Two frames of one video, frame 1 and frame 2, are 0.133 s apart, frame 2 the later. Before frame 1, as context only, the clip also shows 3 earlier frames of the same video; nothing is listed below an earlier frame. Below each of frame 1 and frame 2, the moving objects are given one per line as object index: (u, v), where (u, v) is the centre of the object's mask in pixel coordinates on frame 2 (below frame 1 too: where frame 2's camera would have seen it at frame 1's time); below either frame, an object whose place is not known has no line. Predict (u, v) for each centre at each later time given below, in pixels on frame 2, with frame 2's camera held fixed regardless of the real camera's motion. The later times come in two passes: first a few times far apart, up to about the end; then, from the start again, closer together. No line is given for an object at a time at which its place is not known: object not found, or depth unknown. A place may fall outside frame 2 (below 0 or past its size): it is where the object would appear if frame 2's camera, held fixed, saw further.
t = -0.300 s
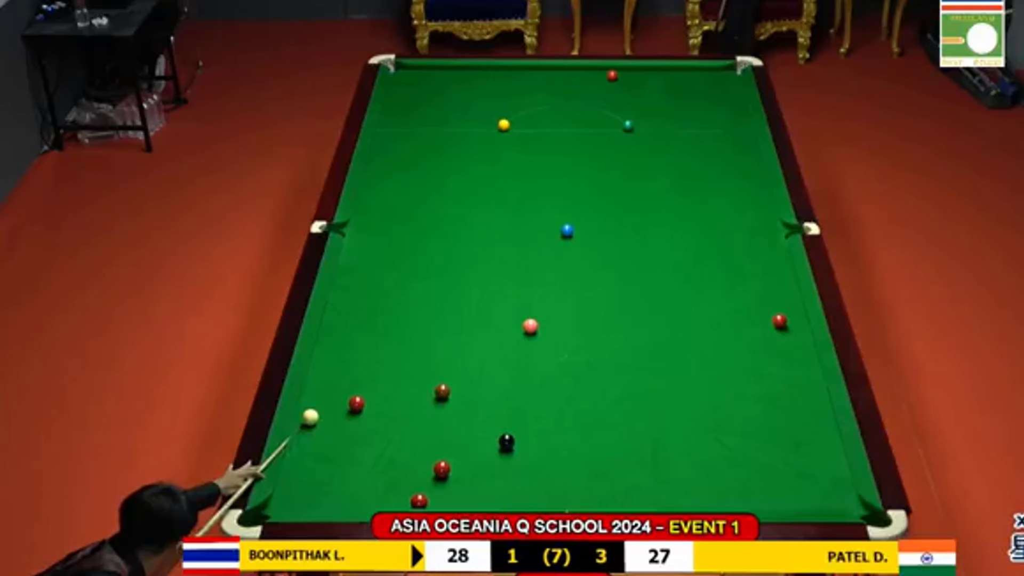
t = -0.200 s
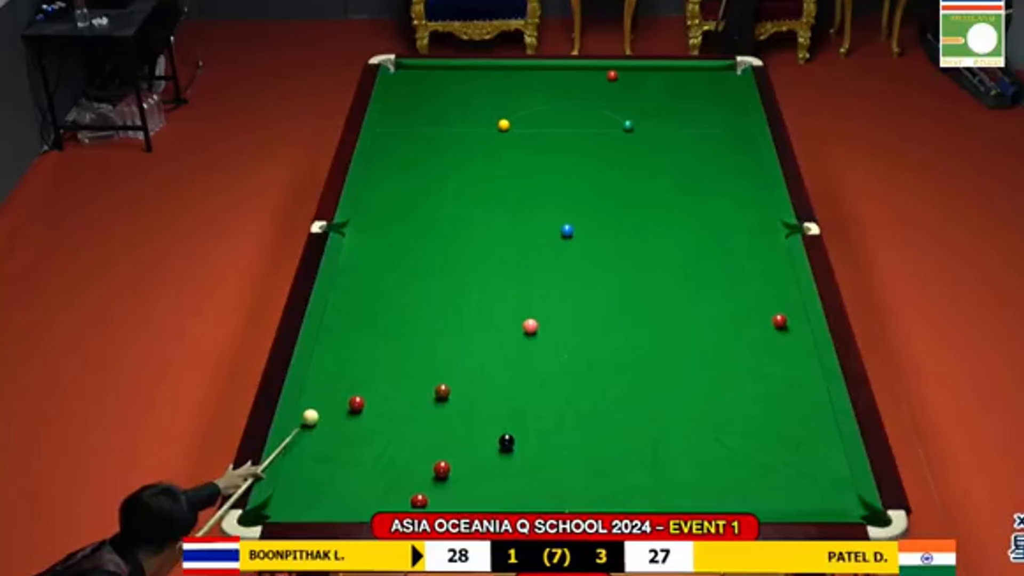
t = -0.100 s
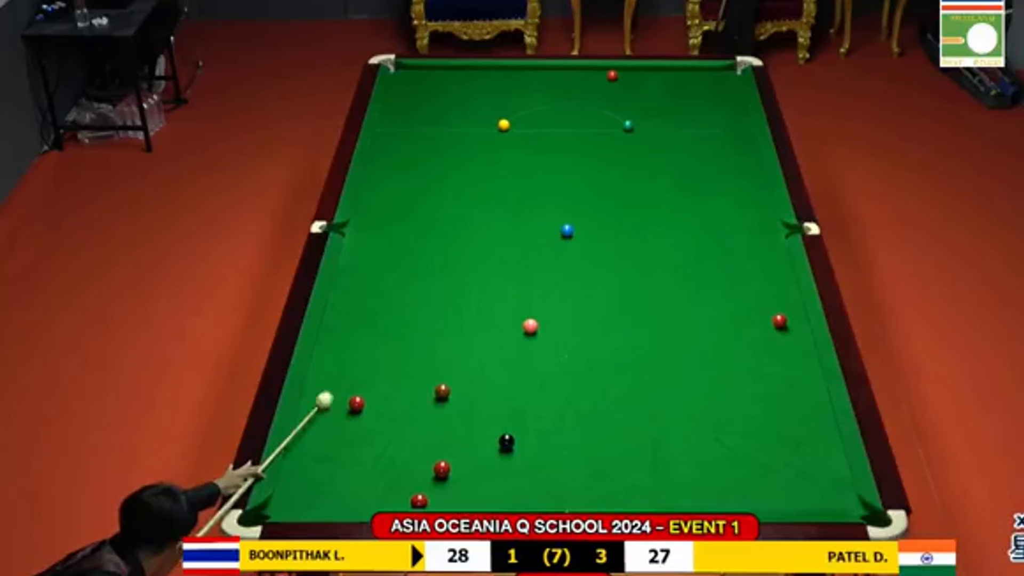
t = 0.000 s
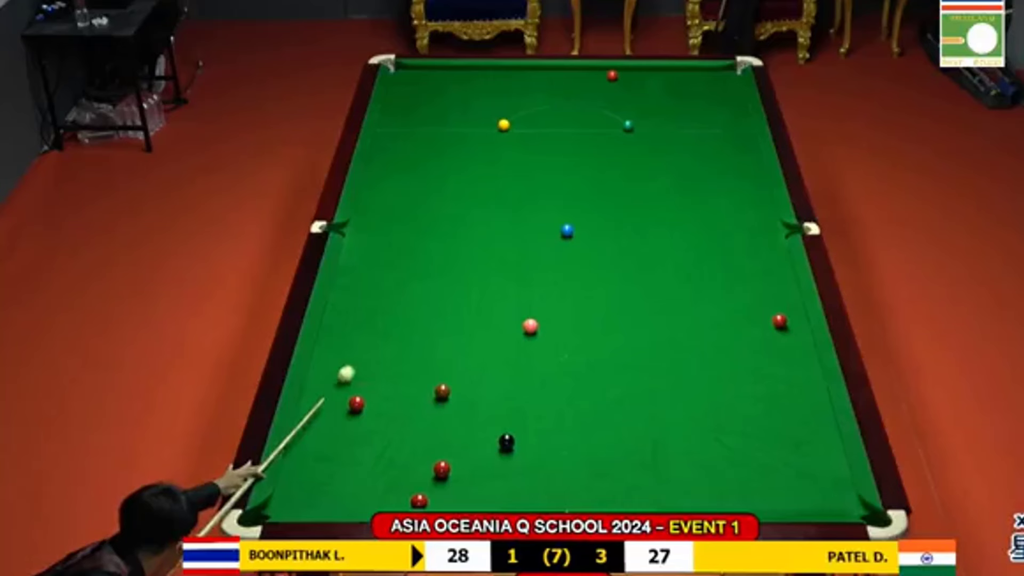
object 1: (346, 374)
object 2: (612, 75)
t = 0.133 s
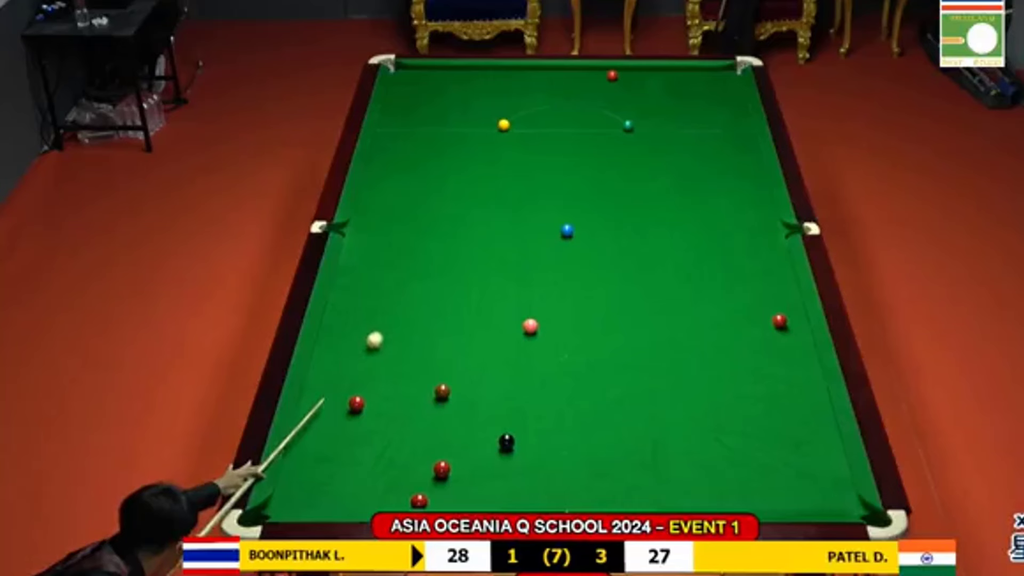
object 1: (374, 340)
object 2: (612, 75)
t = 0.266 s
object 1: (397, 313)
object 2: (612, 75)
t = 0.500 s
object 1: (438, 264)
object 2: (612, 75)
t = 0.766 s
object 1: (476, 218)
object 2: (612, 75)
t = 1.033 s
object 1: (512, 175)
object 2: (612, 75)
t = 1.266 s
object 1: (537, 145)
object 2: (612, 75)
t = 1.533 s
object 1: (566, 110)
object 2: (612, 75)
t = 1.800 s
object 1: (590, 81)
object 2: (612, 75)
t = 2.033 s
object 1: (601, 74)
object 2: (619, 78)
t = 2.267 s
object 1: (591, 80)
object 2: (644, 88)
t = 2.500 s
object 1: (582, 86)
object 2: (667, 96)
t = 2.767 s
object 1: (574, 91)
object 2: (691, 105)
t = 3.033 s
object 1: (566, 96)
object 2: (713, 114)
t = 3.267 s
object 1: (559, 100)
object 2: (735, 122)
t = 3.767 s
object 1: (545, 109)
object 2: (736, 137)
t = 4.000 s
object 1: (540, 112)
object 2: (729, 142)
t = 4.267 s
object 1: (535, 116)
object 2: (719, 149)
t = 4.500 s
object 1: (530, 119)
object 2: (711, 154)
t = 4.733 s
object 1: (526, 121)
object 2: (705, 159)
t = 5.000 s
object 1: (523, 124)
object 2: (698, 163)
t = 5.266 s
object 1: (519, 125)
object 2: (692, 168)
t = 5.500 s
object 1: (517, 127)
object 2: (687, 171)
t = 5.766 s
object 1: (515, 128)
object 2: (682, 175)
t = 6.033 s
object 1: (514, 128)
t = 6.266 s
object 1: (513, 129)
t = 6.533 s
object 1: (513, 129)
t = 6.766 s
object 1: (513, 129)
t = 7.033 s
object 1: (513, 129)
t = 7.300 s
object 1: (513, 129)
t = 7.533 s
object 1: (513, 129)
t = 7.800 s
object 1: (513, 129)
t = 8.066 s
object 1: (513, 129)
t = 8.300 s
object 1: (513, 129)
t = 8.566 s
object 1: (513, 129)
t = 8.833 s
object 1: (513, 129)
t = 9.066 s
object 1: (513, 129)
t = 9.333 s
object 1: (513, 129)
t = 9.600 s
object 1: (513, 129)
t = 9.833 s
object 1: (513, 129)
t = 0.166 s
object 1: (378, 336)
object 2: (612, 75)
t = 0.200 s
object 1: (386, 327)
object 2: (612, 75)
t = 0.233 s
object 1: (393, 318)
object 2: (612, 75)
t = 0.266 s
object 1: (397, 313)
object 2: (612, 75)
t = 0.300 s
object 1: (404, 304)
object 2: (612, 75)
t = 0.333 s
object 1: (411, 296)
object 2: (612, 75)
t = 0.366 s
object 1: (415, 292)
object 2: (612, 75)
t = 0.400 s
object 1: (422, 284)
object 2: (612, 75)
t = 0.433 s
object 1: (428, 276)
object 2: (612, 75)
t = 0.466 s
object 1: (431, 272)
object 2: (612, 75)
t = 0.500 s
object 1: (438, 264)
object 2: (612, 75)
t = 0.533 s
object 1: (444, 257)
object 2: (612, 75)
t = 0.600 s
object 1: (453, 246)
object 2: (612, 75)
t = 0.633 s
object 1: (459, 239)
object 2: (612, 75)
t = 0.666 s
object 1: (462, 236)
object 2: (612, 75)
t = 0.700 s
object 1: (468, 228)
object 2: (612, 75)
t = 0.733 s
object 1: (473, 222)
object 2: (612, 75)
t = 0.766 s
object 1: (476, 218)
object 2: (612, 75)
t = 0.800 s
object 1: (482, 212)
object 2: (612, 75)
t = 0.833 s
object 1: (487, 205)
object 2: (612, 75)
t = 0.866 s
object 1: (490, 202)
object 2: (612, 75)
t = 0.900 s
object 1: (494, 196)
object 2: (612, 75)
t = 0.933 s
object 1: (500, 190)
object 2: (612, 75)
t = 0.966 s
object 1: (502, 187)
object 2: (612, 75)
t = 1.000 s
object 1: (507, 181)
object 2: (612, 75)
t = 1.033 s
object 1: (512, 175)
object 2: (612, 75)
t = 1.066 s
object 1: (515, 172)
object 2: (612, 75)
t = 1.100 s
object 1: (520, 166)
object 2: (612, 75)
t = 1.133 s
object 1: (524, 160)
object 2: (612, 75)
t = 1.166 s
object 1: (526, 158)
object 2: (612, 75)
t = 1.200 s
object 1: (531, 152)
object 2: (612, 75)
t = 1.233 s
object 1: (535, 147)
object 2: (612, 75)
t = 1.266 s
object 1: (537, 145)
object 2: (612, 75)
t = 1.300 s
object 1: (542, 139)
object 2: (612, 75)
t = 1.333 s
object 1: (546, 134)
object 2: (612, 75)
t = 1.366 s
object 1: (548, 132)
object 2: (612, 75)
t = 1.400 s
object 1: (552, 127)
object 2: (612, 75)
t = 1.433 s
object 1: (556, 122)
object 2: (612, 75)
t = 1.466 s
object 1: (558, 119)
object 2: (612, 75)
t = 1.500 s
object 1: (562, 115)
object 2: (612, 75)
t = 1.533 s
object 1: (566, 110)
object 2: (612, 75)
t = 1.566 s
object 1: (568, 108)
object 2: (612, 75)
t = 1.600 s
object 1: (572, 103)
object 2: (612, 75)
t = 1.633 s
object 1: (575, 98)
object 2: (612, 75)
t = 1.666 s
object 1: (577, 96)
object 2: (612, 75)
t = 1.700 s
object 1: (581, 92)
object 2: (612, 75)
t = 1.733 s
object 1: (584, 87)
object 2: (612, 75)
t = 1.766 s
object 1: (586, 86)
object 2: (612, 75)
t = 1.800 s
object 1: (590, 81)
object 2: (612, 75)
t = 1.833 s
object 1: (593, 77)
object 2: (612, 75)
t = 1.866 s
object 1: (595, 75)
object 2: (612, 75)
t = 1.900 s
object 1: (598, 71)
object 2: (612, 75)
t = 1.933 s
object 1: (601, 68)
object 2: (612, 75)
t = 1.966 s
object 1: (602, 70)
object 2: (612, 75)
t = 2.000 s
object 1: (603, 72)
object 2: (614, 76)
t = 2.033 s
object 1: (601, 74)
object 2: (619, 78)
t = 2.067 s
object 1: (598, 75)
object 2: (625, 80)
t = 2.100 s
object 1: (597, 76)
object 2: (629, 82)
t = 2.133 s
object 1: (596, 77)
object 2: (631, 82)
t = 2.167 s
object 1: (594, 78)
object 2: (635, 84)
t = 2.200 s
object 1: (593, 79)
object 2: (639, 86)
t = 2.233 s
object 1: (592, 79)
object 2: (641, 86)
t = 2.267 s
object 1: (591, 80)
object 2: (644, 88)
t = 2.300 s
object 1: (590, 81)
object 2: (648, 89)
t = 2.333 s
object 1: (589, 82)
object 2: (650, 89)
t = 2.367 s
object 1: (587, 82)
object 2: (654, 91)
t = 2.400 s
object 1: (586, 83)
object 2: (657, 92)
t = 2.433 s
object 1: (586, 84)
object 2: (659, 93)
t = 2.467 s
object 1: (584, 85)
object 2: (663, 95)
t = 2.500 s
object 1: (582, 86)
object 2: (667, 96)
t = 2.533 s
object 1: (582, 86)
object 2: (668, 97)
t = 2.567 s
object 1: (581, 87)
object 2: (672, 98)
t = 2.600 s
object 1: (579, 88)
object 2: (676, 100)
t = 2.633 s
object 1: (579, 88)
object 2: (677, 100)
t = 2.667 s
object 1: (577, 89)
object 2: (681, 102)
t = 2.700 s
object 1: (576, 89)
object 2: (685, 103)
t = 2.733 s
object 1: (575, 90)
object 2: (686, 104)
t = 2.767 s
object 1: (574, 91)
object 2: (691, 105)
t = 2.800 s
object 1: (573, 92)
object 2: (694, 106)
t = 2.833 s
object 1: (572, 92)
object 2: (696, 107)
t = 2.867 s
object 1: (571, 92)
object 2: (699, 108)
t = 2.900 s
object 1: (570, 93)
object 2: (703, 110)
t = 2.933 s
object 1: (569, 94)
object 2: (705, 110)
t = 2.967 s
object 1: (568, 95)
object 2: (708, 112)
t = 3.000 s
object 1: (567, 95)
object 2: (712, 113)
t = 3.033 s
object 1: (566, 96)
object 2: (713, 114)
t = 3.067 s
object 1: (565, 96)
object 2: (717, 116)
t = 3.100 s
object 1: (564, 97)
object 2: (721, 117)
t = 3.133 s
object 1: (563, 97)
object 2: (722, 117)
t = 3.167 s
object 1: (562, 98)
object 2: (726, 119)
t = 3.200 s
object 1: (561, 99)
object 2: (730, 120)
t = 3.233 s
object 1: (560, 99)
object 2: (731, 121)
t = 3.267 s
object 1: (559, 100)
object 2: (735, 122)
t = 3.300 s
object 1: (558, 101)
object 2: (738, 124)
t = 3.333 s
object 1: (558, 101)
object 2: (740, 124)
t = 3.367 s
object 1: (556, 102)
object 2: (744, 126)
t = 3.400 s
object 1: (556, 102)
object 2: (747, 127)
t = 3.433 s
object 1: (555, 103)
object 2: (749, 128)
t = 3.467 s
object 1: (554, 103)
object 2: (748, 129)
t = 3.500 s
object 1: (553, 104)
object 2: (746, 130)
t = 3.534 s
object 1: (551, 105)
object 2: (744, 131)
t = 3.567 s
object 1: (550, 106)
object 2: (743, 132)
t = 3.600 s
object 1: (550, 106)
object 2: (742, 133)
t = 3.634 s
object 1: (549, 107)
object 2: (741, 134)
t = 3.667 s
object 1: (548, 107)
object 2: (739, 135)
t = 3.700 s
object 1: (547, 108)
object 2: (739, 135)
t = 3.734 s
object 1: (546, 108)
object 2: (737, 136)
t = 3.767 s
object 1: (545, 109)
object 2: (736, 137)
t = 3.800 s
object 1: (545, 109)
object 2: (735, 138)
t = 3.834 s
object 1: (544, 110)
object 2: (734, 139)
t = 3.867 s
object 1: (543, 110)
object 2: (732, 140)
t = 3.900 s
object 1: (543, 111)
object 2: (732, 140)
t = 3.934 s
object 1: (542, 111)
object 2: (730, 141)
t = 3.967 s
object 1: (541, 112)
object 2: (729, 142)
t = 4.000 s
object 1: (540, 112)
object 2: (729, 142)
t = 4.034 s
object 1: (539, 112)
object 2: (727, 144)
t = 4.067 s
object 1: (539, 113)
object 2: (726, 145)
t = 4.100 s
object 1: (538, 113)
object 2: (726, 145)
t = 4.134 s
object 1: (537, 114)
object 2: (724, 146)
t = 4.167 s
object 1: (536, 114)
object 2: (723, 147)
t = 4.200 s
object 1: (536, 115)
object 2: (722, 147)
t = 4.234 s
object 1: (535, 115)
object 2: (721, 148)
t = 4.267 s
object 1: (535, 116)
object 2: (719, 149)
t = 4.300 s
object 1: (534, 116)
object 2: (719, 150)
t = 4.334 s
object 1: (533, 116)
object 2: (718, 151)
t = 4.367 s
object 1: (532, 117)
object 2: (716, 152)
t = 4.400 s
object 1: (532, 118)
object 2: (714, 152)
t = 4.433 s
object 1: (531, 118)
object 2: (713, 153)
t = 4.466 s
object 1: (530, 118)
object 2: (713, 154)
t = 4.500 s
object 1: (530, 119)
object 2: (711, 154)
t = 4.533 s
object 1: (529, 119)
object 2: (710, 155)
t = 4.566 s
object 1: (529, 119)
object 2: (710, 155)
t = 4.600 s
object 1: (528, 119)
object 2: (709, 156)
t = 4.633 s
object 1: (527, 120)
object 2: (708, 157)
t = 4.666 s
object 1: (527, 120)
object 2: (707, 157)
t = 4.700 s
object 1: (527, 121)
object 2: (706, 158)
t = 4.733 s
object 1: (526, 121)
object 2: (705, 159)
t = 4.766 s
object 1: (526, 121)
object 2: (704, 159)
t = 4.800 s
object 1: (525, 122)
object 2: (704, 160)
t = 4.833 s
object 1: (524, 122)
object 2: (702, 161)
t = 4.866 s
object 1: (524, 122)
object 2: (702, 161)
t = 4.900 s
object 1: (524, 123)
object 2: (701, 162)
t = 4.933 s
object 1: (524, 123)
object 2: (700, 163)
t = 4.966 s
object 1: (523, 123)
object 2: (699, 163)
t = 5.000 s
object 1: (523, 124)
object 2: (698, 163)
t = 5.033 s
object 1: (522, 124)
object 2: (697, 164)
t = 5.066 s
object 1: (522, 124)
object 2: (697, 165)
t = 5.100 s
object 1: (521, 124)
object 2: (696, 165)
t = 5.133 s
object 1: (521, 124)
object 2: (695, 166)
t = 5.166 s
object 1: (521, 124)
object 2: (694, 166)
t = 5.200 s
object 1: (520, 125)
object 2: (693, 167)
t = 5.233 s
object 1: (520, 125)
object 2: (692, 168)
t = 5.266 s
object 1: (519, 125)
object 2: (692, 168)
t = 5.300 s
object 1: (519, 125)
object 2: (691, 168)
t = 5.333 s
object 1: (519, 126)
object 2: (690, 170)
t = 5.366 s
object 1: (519, 126)
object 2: (690, 169)
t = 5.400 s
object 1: (518, 126)
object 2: (689, 171)
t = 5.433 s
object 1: (518, 126)
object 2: (688, 171)
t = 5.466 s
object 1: (517, 126)
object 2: (688, 170)
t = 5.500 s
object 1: (517, 127)
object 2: (687, 171)
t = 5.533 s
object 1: (517, 127)
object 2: (686, 173)
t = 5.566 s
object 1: (517, 127)
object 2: (685, 173)
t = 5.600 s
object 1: (516, 127)
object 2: (685, 173)
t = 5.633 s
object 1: (516, 127)
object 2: (684, 174)
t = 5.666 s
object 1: (516, 127)
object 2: (684, 174)
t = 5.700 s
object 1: (515, 127)
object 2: (683, 175)
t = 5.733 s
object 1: (515, 128)
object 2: (682, 175)
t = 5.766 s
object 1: (515, 128)
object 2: (682, 175)
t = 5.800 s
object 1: (515, 128)
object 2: (681, 176)
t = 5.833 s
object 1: (514, 128)
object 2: (680, 177)
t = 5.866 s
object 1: (514, 128)
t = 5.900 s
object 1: (514, 128)
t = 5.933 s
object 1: (514, 128)
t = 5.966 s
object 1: (514, 128)
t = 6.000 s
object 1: (514, 128)
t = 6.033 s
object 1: (514, 128)
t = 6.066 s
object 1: (514, 128)
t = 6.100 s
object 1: (513, 128)
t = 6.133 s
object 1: (513, 128)
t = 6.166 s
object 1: (513, 128)
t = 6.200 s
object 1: (513, 128)
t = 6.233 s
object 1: (513, 129)
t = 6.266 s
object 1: (513, 129)
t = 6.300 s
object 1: (513, 129)
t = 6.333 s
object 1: (513, 129)
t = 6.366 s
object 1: (513, 129)
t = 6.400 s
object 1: (513, 129)
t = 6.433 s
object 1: (513, 129)
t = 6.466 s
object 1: (513, 129)
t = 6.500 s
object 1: (513, 129)
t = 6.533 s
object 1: (513, 129)
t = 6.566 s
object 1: (513, 129)
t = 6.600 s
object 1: (513, 129)
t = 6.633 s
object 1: (513, 129)
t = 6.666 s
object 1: (513, 129)
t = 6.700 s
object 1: (513, 129)
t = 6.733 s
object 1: (513, 129)
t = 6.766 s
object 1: (513, 129)
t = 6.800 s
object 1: (513, 129)
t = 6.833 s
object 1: (513, 129)
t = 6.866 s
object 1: (513, 129)
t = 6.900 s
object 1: (513, 129)
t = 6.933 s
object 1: (513, 129)
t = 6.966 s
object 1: (513, 129)
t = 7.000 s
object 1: (513, 129)
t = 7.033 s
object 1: (513, 129)
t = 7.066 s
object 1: (513, 129)
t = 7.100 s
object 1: (513, 129)
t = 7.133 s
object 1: (513, 129)
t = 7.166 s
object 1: (513, 129)
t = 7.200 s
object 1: (513, 129)
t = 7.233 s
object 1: (513, 129)
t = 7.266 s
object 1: (513, 129)
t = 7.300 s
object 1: (513, 129)
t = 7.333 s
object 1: (513, 129)
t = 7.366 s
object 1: (513, 129)
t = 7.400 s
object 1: (513, 129)
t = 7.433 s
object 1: (513, 129)
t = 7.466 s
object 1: (513, 129)
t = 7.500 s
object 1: (513, 129)
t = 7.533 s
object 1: (513, 129)
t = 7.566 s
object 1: (513, 129)
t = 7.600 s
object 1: (513, 129)
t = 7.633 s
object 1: (513, 129)
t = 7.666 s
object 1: (513, 129)
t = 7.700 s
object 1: (513, 129)
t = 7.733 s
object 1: (513, 129)
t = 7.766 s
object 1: (513, 129)
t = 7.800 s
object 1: (513, 129)
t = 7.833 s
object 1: (513, 129)
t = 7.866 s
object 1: (513, 129)
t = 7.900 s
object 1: (513, 129)
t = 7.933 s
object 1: (513, 129)
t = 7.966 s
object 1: (513, 129)
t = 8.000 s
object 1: (513, 129)
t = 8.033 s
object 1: (513, 129)
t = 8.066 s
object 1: (513, 129)
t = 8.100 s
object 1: (513, 129)
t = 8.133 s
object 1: (513, 129)
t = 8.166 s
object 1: (513, 129)
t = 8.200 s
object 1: (513, 129)
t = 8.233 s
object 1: (513, 129)
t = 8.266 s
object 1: (513, 129)
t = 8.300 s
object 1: (513, 129)
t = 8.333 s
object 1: (513, 129)
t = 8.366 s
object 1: (513, 129)
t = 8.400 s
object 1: (513, 129)
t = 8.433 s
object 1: (513, 129)
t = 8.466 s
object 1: (513, 129)
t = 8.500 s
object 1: (513, 129)
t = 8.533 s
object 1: (513, 129)
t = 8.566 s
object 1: (513, 129)
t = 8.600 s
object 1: (513, 129)
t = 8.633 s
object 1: (513, 129)
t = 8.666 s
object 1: (513, 129)
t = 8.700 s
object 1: (513, 129)
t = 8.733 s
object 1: (513, 129)
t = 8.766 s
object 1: (513, 129)
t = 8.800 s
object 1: (513, 129)
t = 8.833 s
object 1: (513, 129)
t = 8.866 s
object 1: (513, 129)
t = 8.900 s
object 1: (513, 129)
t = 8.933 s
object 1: (513, 129)
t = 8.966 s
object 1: (513, 129)
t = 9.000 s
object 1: (513, 129)
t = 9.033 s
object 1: (513, 129)
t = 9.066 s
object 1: (513, 129)
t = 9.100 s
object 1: (513, 129)
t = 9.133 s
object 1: (513, 129)
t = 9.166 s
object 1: (513, 129)
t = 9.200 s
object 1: (513, 129)
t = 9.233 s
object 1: (513, 129)
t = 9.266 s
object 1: (513, 129)
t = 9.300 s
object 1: (513, 129)
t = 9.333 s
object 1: (513, 129)
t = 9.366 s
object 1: (513, 129)
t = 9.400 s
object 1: (513, 129)
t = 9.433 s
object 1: (513, 129)
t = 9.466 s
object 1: (513, 129)
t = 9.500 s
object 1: (513, 129)
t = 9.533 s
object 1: (513, 129)
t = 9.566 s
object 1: (513, 129)
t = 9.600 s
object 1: (513, 129)
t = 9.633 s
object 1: (513, 129)
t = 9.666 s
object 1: (513, 129)
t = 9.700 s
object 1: (513, 129)
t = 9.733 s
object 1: (513, 129)
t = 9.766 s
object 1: (513, 129)
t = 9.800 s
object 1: (513, 129)
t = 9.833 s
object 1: (513, 129)
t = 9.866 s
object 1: (513, 129)
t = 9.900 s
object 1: (513, 129)
